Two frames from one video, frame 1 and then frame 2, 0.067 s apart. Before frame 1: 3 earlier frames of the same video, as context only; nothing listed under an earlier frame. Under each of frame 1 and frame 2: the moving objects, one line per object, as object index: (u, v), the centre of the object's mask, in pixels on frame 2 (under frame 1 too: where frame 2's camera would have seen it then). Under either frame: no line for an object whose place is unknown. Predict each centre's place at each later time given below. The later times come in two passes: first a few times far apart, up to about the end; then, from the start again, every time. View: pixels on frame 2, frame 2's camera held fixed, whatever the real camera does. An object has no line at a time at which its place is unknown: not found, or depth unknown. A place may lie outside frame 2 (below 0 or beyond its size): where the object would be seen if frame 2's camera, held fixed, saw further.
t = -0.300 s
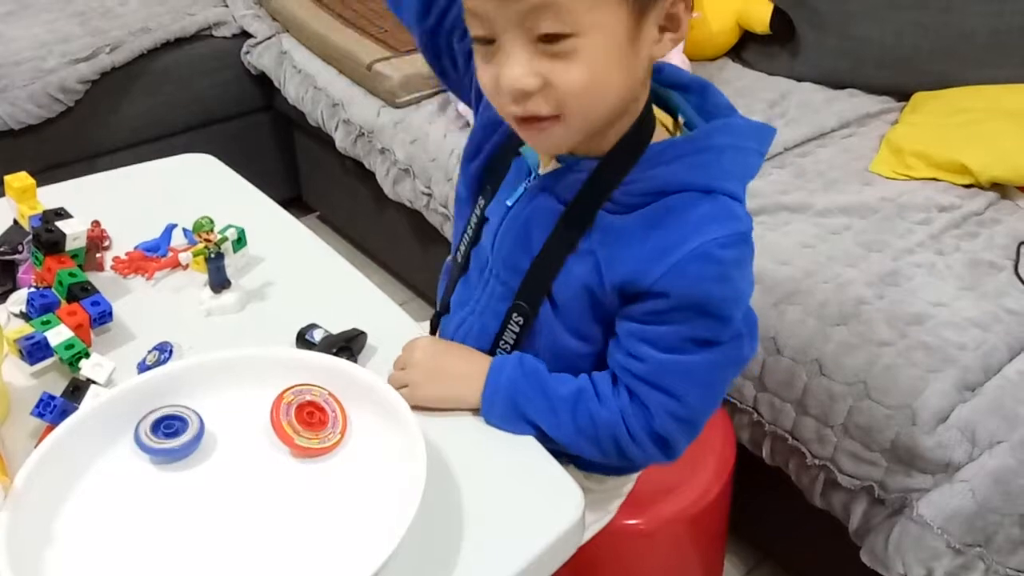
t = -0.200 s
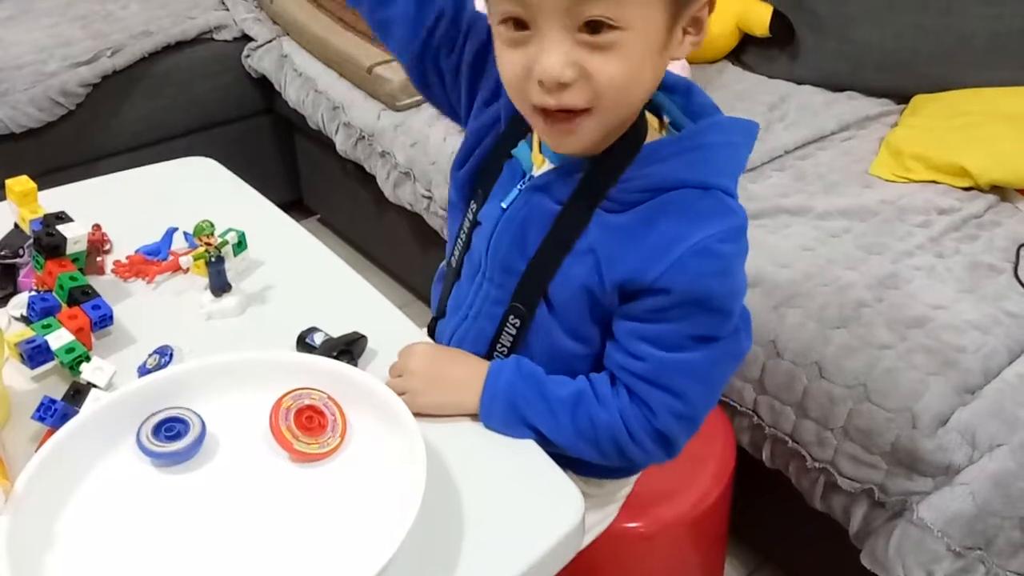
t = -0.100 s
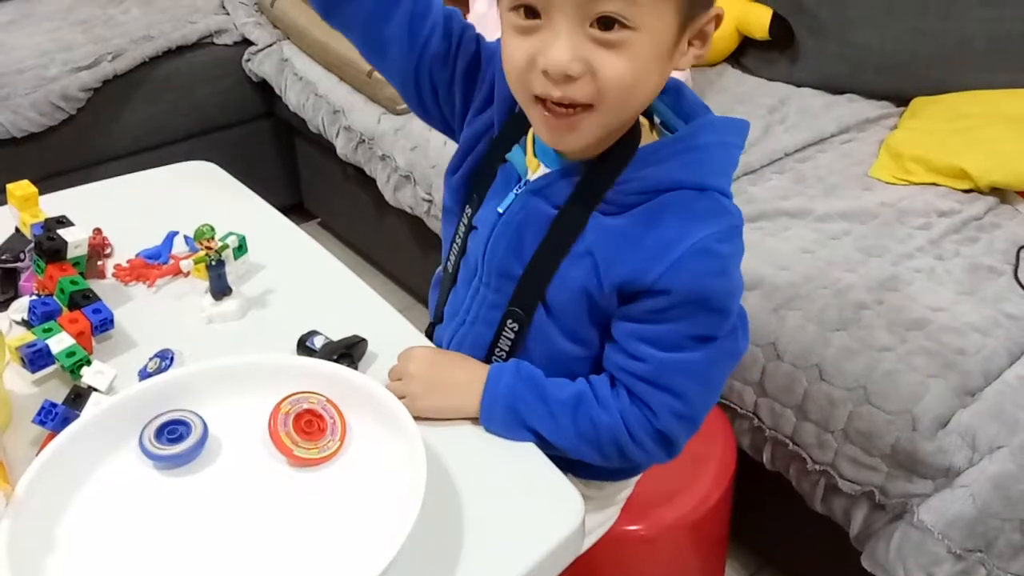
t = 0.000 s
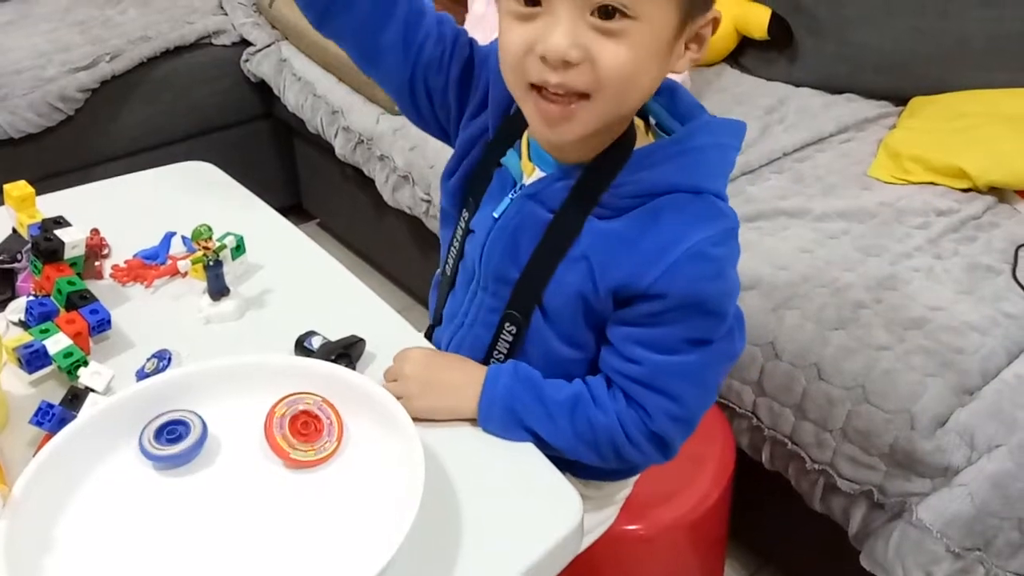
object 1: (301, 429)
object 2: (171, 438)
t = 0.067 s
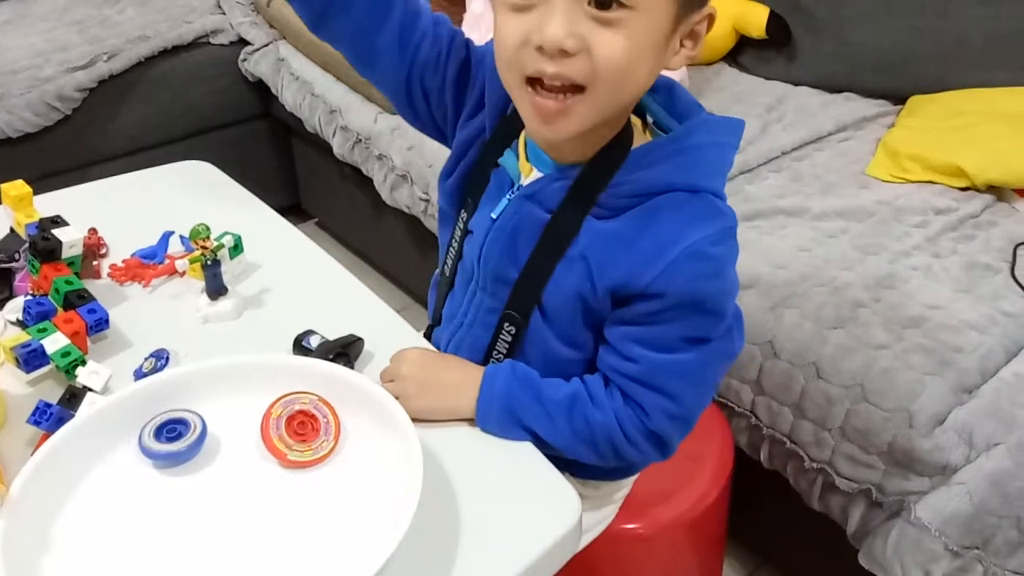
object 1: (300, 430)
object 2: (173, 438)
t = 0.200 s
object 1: (296, 431)
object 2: (174, 438)
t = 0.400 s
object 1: (288, 432)
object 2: (174, 439)
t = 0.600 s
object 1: (282, 430)
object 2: (174, 438)
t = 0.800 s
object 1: (278, 427)
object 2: (174, 436)
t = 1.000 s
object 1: (278, 424)
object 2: (177, 434)
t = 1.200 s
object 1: (280, 420)
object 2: (180, 434)
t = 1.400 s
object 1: (285, 418)
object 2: (182, 435)
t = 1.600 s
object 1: (281, 421)
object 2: (181, 436)
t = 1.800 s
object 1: (279, 423)
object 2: (182, 434)
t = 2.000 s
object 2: (184, 432)
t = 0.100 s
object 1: (299, 430)
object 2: (173, 438)
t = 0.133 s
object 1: (298, 430)
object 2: (173, 438)
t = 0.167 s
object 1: (297, 431)
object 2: (174, 438)
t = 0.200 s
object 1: (296, 431)
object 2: (174, 438)
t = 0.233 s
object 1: (295, 431)
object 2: (174, 438)
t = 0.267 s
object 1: (293, 432)
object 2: (174, 438)
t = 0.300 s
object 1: (292, 432)
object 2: (175, 439)
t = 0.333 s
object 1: (290, 432)
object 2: (174, 439)
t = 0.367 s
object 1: (289, 432)
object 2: (174, 438)
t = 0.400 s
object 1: (288, 432)
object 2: (174, 439)
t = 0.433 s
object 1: (287, 431)
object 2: (174, 439)
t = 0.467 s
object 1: (286, 431)
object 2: (174, 439)
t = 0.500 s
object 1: (285, 431)
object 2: (174, 439)
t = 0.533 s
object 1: (284, 431)
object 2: (174, 439)
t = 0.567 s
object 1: (283, 430)
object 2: (174, 438)
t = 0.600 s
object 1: (282, 430)
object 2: (174, 438)
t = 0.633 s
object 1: (281, 430)
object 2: (173, 438)
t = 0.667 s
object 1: (281, 429)
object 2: (174, 438)
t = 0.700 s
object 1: (280, 429)
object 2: (174, 437)
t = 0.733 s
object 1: (279, 428)
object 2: (174, 437)
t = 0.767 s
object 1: (279, 428)
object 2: (174, 436)
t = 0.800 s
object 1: (278, 427)
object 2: (174, 436)
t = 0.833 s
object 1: (278, 427)
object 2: (174, 436)
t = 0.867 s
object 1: (278, 426)
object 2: (175, 435)
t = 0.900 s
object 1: (278, 426)
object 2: (176, 435)
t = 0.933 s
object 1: (278, 425)
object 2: (176, 435)
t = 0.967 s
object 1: (278, 424)
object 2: (176, 434)
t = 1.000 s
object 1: (278, 424)
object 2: (177, 434)
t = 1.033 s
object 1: (278, 423)
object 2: (177, 434)
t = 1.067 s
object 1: (277, 422)
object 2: (178, 434)
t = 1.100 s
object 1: (278, 422)
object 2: (178, 434)
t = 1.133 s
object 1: (278, 421)
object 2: (178, 433)
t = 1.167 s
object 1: (279, 420)
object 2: (179, 434)
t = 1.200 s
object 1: (280, 420)
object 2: (180, 434)
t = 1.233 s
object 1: (280, 420)
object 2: (180, 434)
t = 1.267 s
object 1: (281, 419)
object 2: (181, 434)
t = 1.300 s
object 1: (283, 419)
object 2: (181, 434)
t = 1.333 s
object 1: (284, 418)
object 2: (181, 434)
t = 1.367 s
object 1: (285, 418)
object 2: (181, 434)
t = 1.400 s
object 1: (285, 418)
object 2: (182, 435)
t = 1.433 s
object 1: (285, 418)
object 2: (181, 435)
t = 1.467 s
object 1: (284, 418)
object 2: (181, 435)
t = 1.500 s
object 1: (283, 419)
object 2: (182, 436)
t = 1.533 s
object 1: (282, 419)
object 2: (181, 436)
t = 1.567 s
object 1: (282, 420)
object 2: (181, 436)
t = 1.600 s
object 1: (281, 421)
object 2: (181, 436)
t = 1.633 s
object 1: (280, 421)
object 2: (181, 436)
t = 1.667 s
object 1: (280, 421)
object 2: (181, 435)
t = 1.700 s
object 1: (280, 422)
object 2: (182, 435)
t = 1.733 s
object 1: (279, 422)
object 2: (182, 435)
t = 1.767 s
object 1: (279, 423)
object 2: (182, 434)
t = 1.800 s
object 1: (279, 423)
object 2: (182, 434)
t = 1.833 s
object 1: (279, 424)
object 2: (182, 434)
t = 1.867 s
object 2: (183, 433)
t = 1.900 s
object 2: (183, 433)
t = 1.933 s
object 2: (182, 433)
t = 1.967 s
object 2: (183, 432)
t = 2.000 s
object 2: (184, 432)
